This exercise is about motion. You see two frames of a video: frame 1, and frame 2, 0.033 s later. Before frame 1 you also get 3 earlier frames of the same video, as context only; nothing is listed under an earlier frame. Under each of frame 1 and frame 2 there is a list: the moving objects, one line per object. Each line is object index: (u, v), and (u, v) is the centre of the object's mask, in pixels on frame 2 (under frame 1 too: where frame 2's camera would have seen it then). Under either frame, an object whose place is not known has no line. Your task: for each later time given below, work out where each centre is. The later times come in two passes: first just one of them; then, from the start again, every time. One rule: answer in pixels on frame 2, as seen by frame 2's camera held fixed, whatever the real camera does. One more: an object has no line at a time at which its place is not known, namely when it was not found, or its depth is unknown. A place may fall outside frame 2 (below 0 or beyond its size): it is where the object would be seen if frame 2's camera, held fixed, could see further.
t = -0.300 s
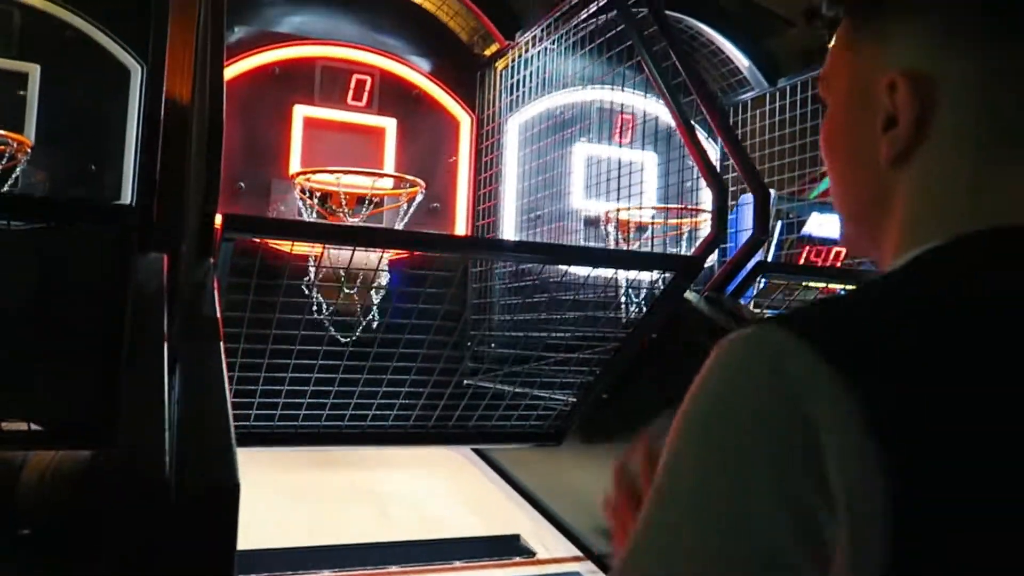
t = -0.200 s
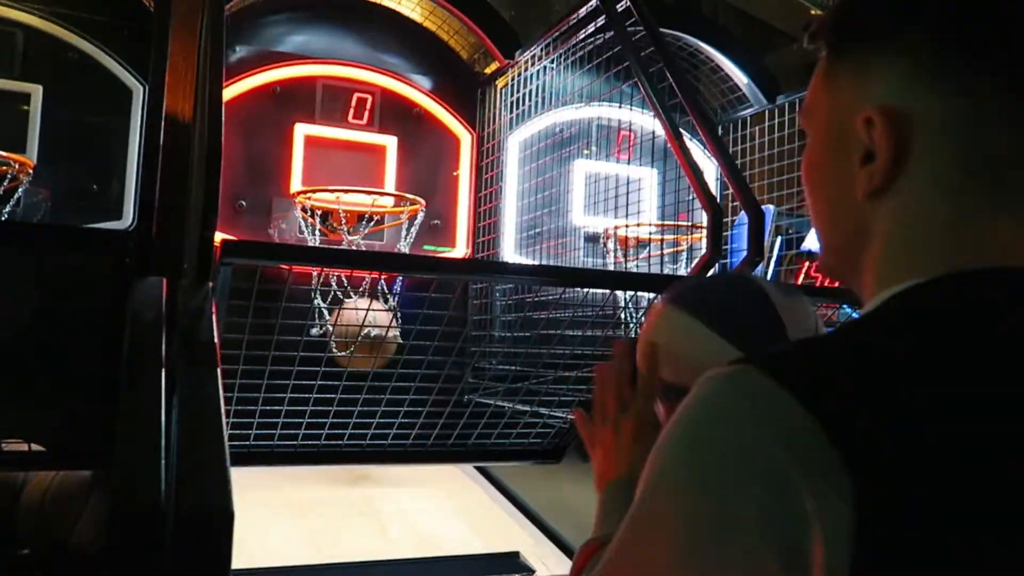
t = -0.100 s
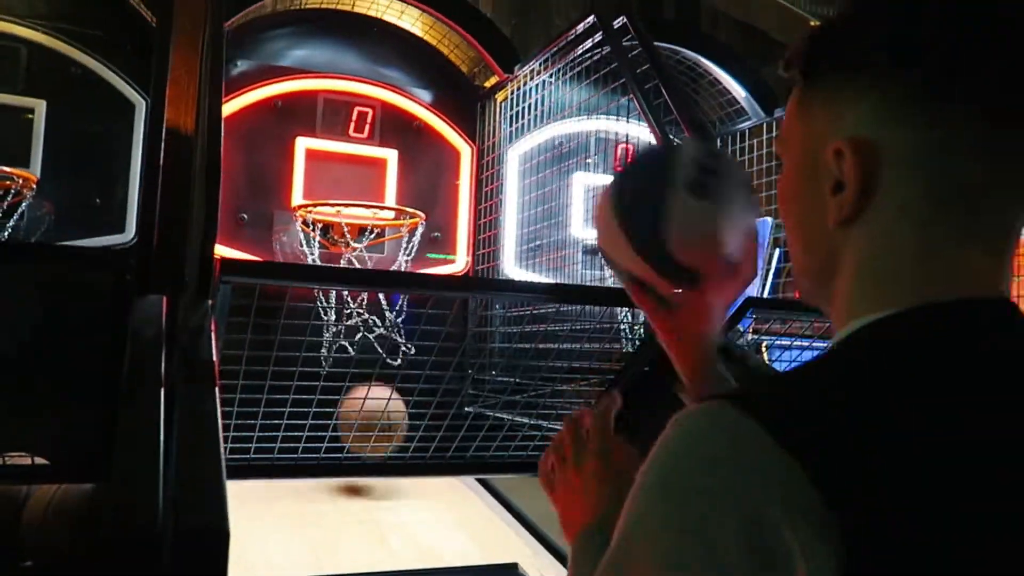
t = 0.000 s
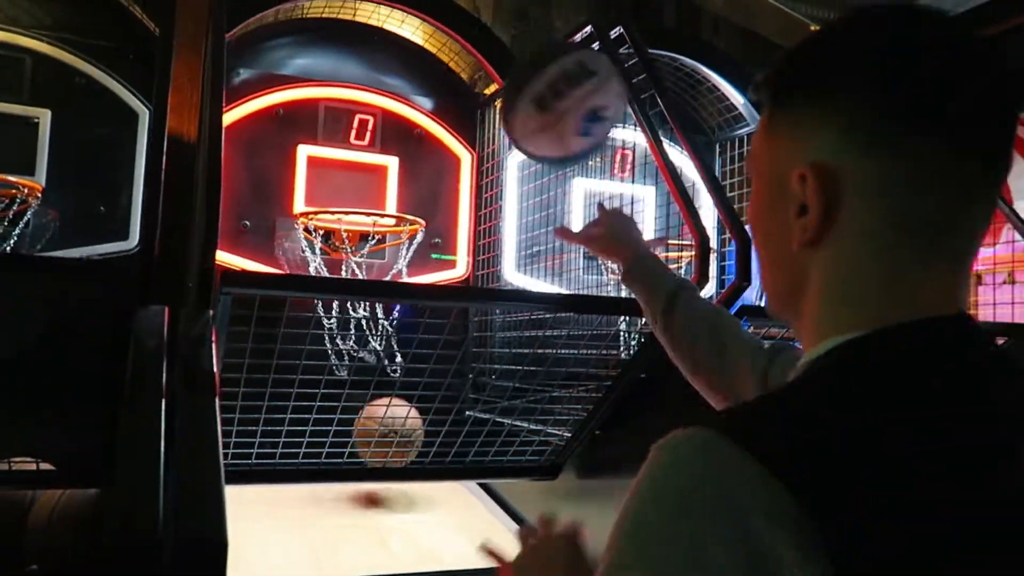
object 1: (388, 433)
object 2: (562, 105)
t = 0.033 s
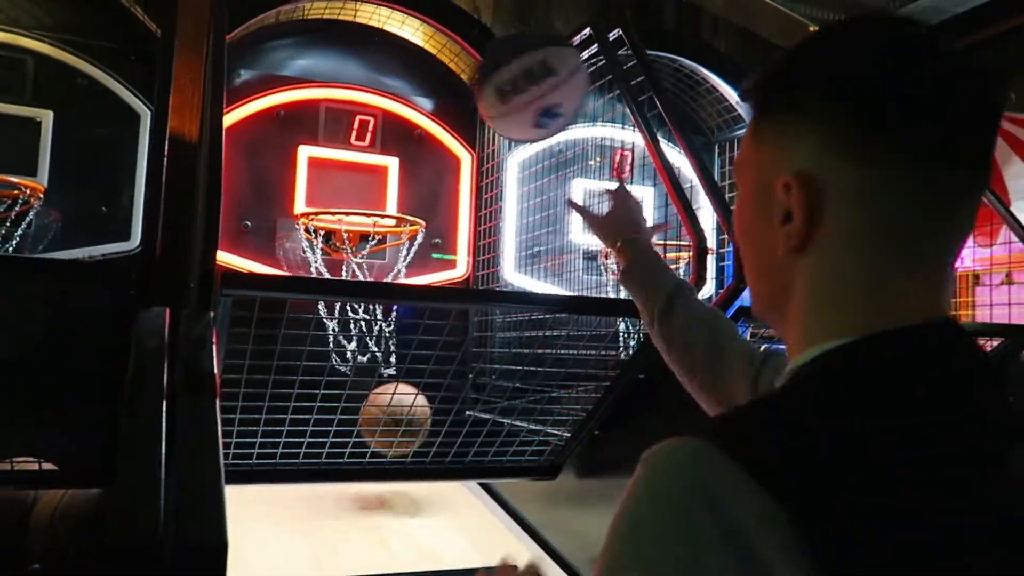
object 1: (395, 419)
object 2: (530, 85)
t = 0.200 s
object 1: (427, 398)
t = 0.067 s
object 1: (402, 408)
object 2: (506, 74)
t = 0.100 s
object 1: (407, 400)
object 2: (485, 71)
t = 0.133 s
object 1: (415, 395)
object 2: (467, 71)
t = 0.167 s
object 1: (421, 395)
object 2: (451, 76)
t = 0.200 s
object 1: (427, 398)
